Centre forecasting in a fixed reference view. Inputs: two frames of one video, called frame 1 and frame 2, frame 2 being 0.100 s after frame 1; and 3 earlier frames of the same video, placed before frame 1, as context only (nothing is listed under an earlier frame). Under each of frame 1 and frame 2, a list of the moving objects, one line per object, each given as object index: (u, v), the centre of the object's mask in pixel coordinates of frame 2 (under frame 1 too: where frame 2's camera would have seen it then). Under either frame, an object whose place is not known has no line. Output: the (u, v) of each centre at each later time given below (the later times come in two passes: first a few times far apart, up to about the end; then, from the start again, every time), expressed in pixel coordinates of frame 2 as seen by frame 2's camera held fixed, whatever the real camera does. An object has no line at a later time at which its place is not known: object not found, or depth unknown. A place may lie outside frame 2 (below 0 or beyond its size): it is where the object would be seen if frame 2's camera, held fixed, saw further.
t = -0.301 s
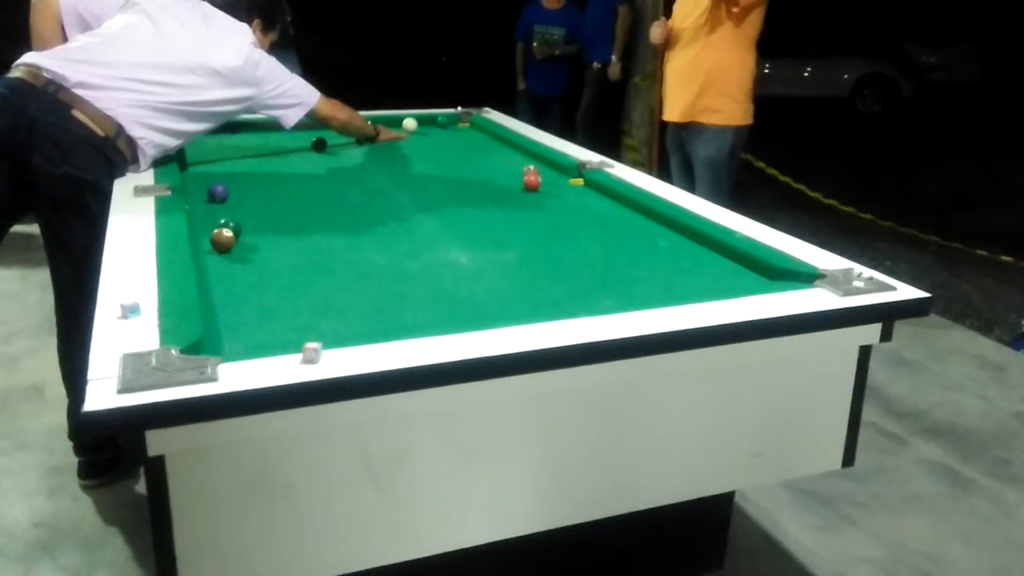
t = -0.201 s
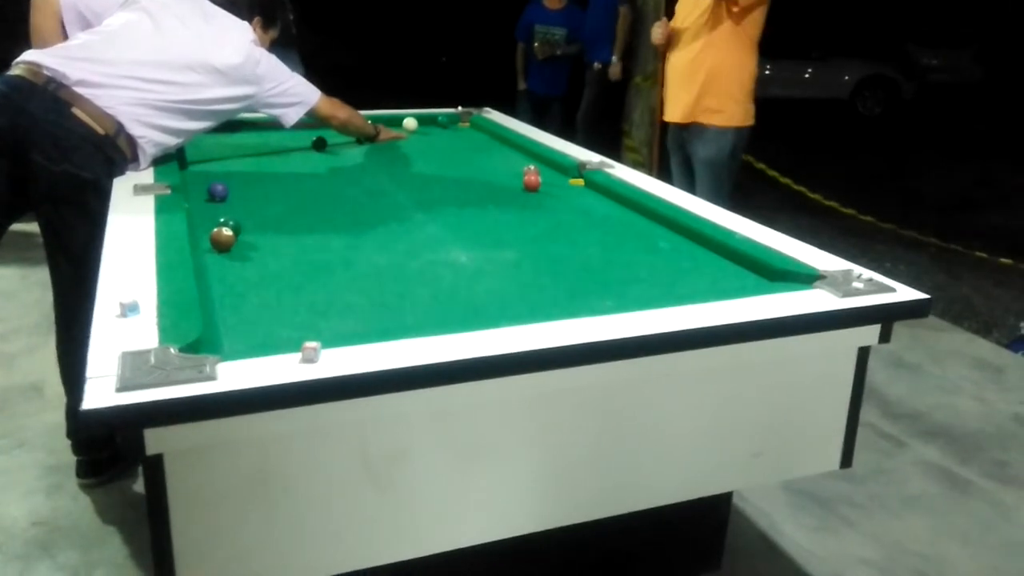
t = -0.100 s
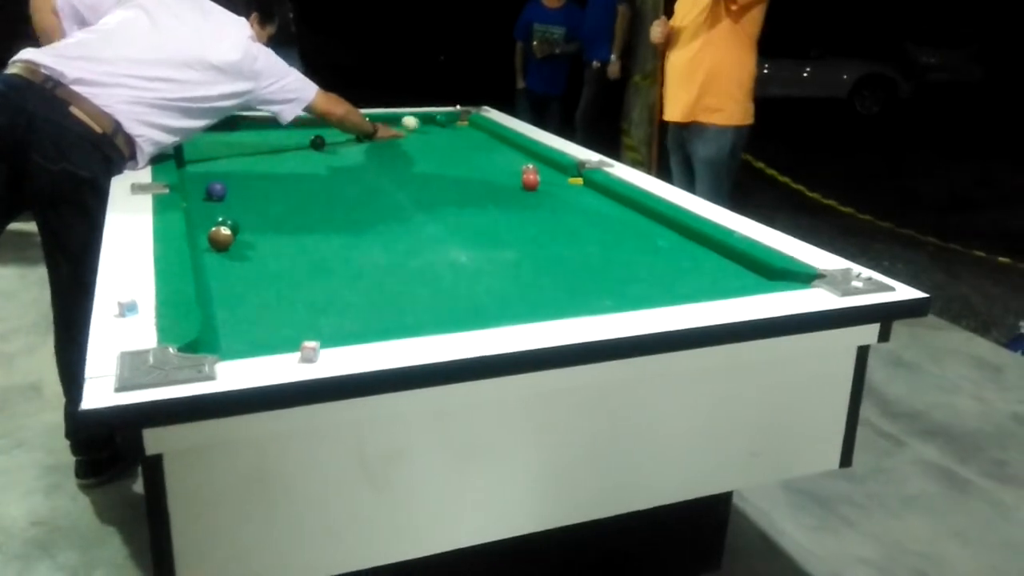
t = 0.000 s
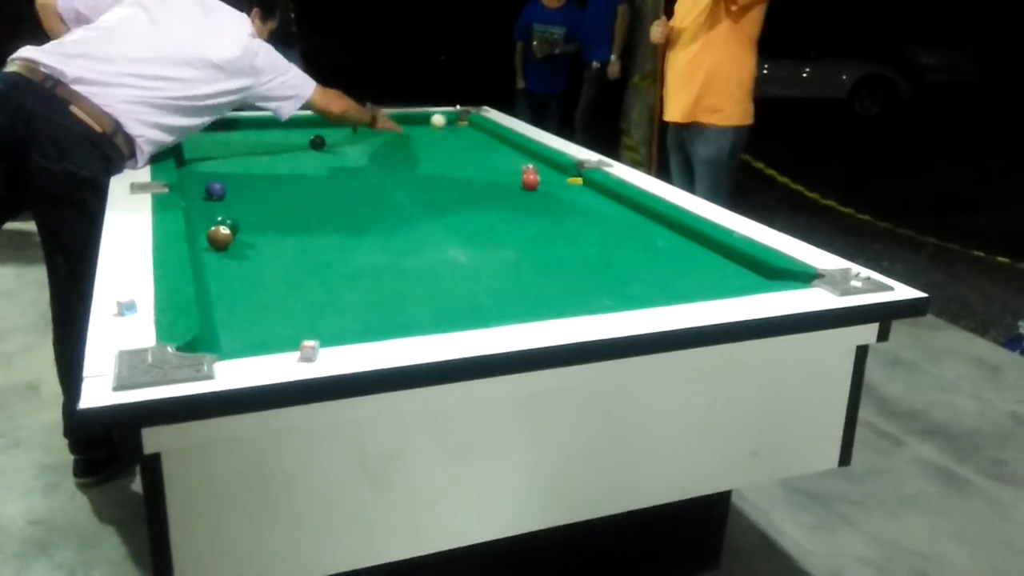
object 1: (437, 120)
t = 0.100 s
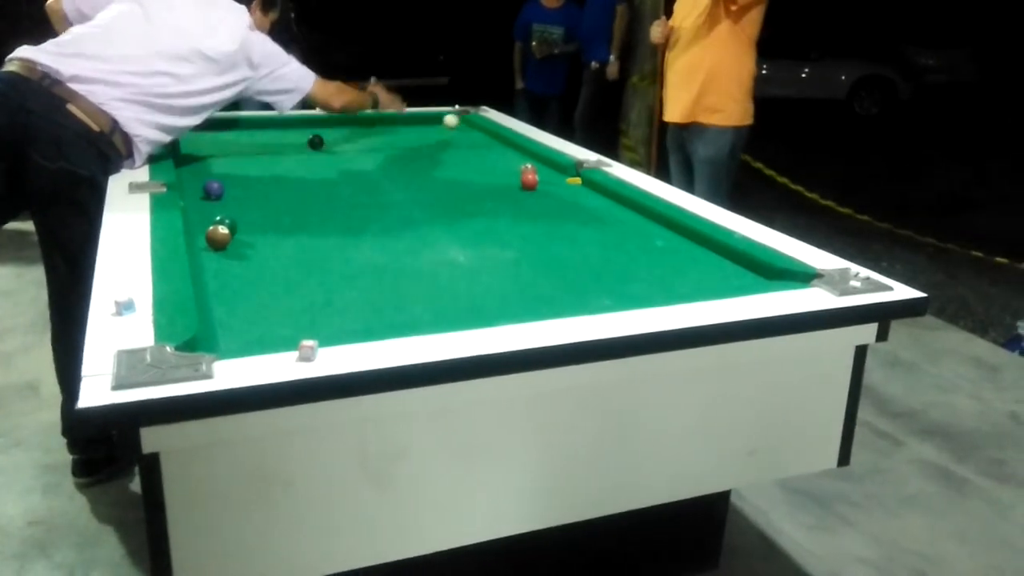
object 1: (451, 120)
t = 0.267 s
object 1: (461, 121)
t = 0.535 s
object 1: (444, 124)
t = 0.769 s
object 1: (423, 127)
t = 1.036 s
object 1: (404, 130)
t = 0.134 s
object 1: (455, 120)
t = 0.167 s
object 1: (459, 120)
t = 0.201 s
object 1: (464, 120)
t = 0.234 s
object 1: (463, 121)
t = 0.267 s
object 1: (461, 121)
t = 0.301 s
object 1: (459, 122)
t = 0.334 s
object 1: (457, 122)
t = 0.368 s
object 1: (454, 122)
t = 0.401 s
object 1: (452, 123)
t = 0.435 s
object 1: (450, 123)
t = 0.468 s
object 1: (448, 123)
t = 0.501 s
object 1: (446, 123)
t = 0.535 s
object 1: (444, 124)
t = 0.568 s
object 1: (441, 124)
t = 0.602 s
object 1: (439, 125)
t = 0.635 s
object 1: (432, 126)
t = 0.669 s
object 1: (430, 126)
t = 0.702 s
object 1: (427, 126)
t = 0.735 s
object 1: (425, 127)
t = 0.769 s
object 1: (423, 127)
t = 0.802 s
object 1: (421, 127)
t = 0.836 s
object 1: (419, 128)
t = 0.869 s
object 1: (416, 128)
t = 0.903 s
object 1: (414, 129)
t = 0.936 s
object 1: (412, 129)
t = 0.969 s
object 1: (410, 129)
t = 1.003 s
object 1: (407, 130)
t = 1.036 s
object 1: (404, 130)
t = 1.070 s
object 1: (402, 130)
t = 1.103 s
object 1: (400, 131)
